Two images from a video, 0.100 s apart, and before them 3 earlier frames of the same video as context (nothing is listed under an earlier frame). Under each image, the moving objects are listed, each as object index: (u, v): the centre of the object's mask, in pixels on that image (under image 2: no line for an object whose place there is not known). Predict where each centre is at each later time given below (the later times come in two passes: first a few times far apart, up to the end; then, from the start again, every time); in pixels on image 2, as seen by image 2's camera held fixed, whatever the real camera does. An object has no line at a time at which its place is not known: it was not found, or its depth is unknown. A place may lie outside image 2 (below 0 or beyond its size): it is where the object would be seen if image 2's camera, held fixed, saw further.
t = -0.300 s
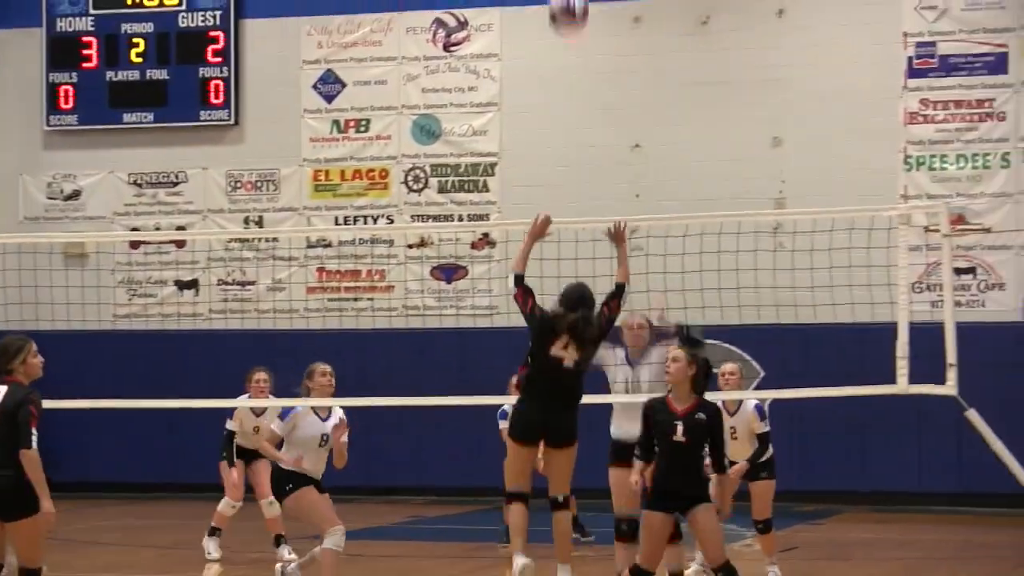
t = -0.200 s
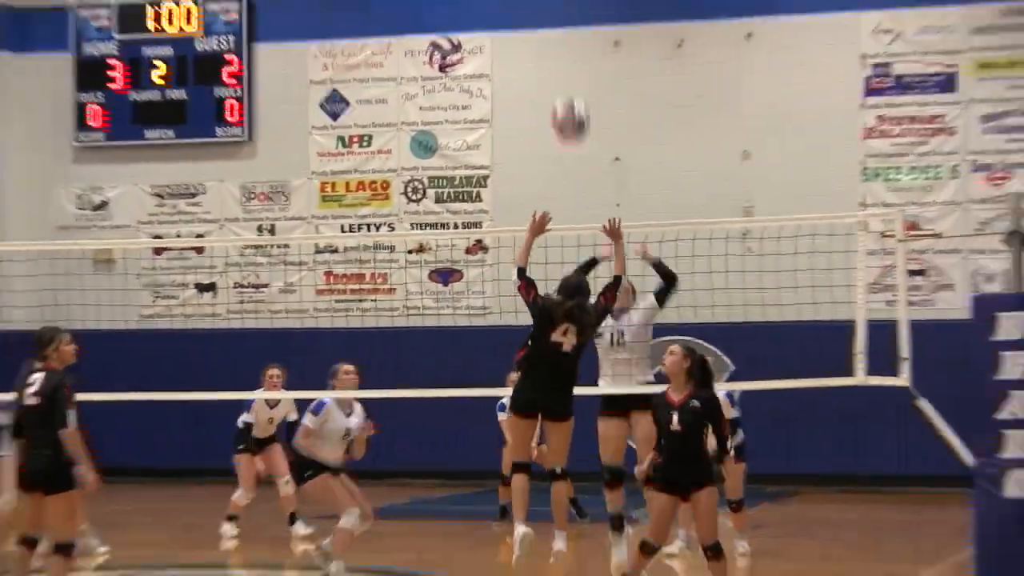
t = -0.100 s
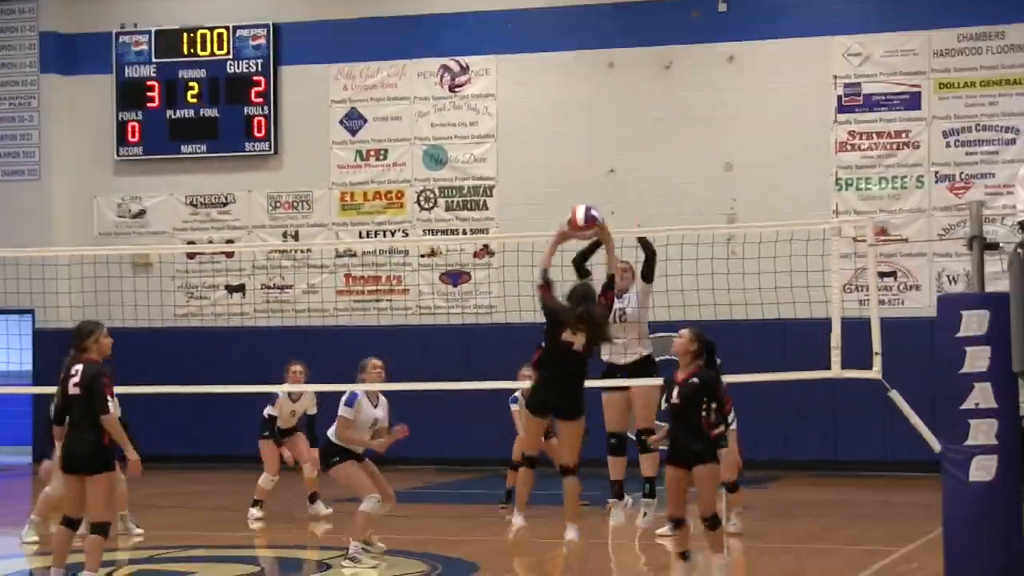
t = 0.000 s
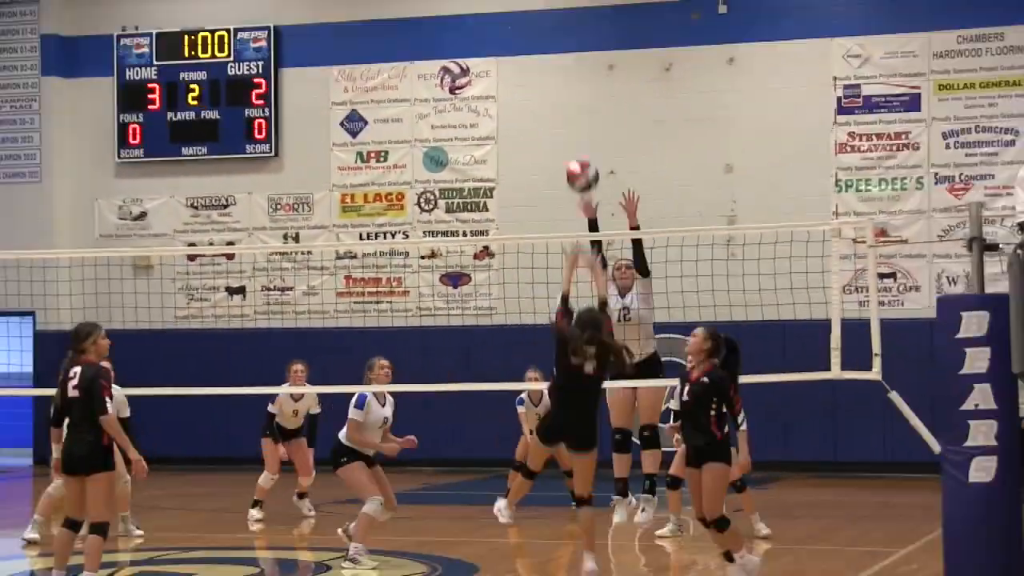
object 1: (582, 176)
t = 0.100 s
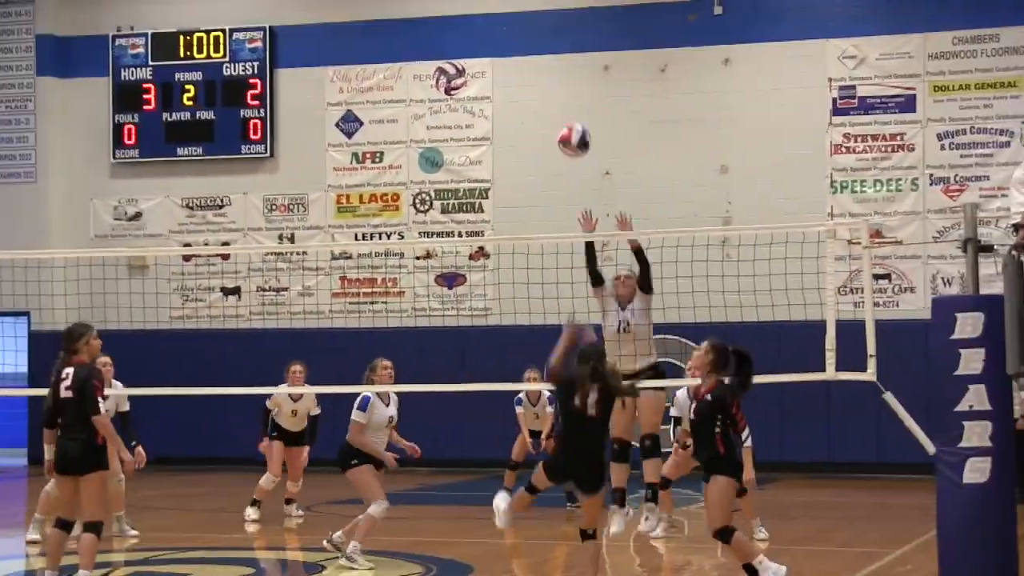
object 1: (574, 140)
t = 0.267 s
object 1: (570, 119)
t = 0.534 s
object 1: (566, 168)
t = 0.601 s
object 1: (565, 192)
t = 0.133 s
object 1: (573, 132)
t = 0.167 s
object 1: (572, 126)
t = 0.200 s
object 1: (572, 122)
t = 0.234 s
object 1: (571, 119)
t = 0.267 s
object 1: (570, 119)
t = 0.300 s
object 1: (570, 119)
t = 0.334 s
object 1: (569, 122)
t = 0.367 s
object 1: (568, 125)
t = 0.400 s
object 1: (567, 131)
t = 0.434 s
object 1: (567, 138)
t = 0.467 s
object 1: (567, 146)
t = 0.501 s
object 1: (566, 156)
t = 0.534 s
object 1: (566, 168)
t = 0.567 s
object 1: (566, 179)
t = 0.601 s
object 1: (565, 192)
